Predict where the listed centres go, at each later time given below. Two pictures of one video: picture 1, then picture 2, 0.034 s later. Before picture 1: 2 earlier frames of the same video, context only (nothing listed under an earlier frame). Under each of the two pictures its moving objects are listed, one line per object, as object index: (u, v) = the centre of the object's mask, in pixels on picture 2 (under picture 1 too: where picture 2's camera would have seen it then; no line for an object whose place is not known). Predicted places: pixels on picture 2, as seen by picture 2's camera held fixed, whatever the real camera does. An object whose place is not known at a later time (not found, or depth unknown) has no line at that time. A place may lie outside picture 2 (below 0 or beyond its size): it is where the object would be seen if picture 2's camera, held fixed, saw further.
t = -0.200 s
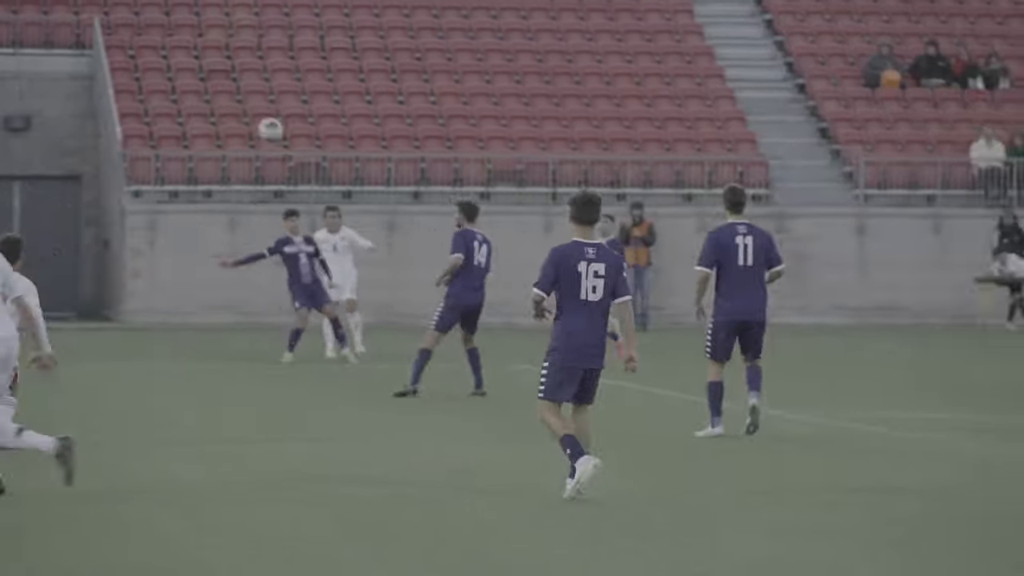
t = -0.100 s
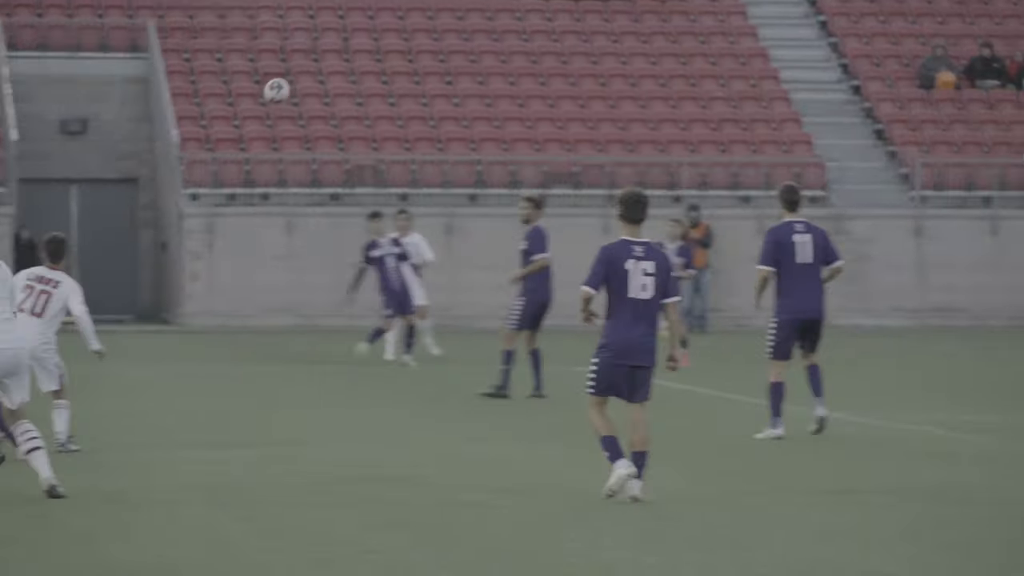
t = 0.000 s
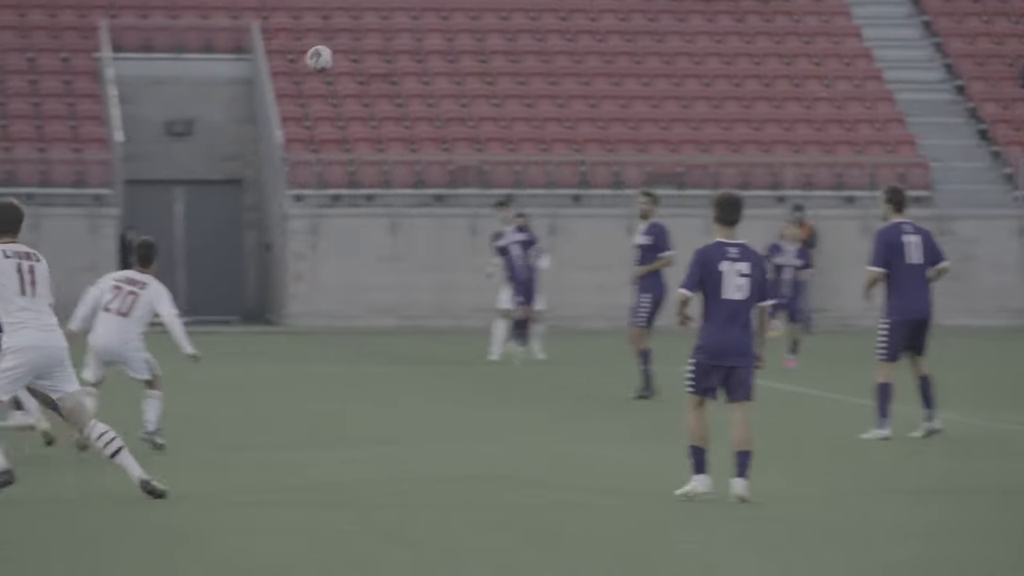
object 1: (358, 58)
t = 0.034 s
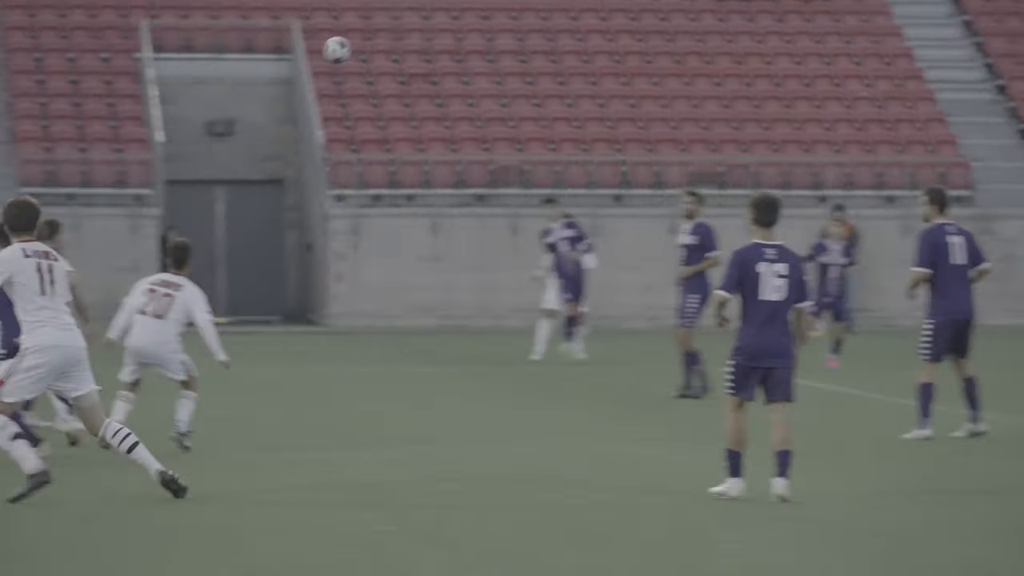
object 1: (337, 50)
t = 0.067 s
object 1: (314, 40)
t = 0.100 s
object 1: (287, 34)
